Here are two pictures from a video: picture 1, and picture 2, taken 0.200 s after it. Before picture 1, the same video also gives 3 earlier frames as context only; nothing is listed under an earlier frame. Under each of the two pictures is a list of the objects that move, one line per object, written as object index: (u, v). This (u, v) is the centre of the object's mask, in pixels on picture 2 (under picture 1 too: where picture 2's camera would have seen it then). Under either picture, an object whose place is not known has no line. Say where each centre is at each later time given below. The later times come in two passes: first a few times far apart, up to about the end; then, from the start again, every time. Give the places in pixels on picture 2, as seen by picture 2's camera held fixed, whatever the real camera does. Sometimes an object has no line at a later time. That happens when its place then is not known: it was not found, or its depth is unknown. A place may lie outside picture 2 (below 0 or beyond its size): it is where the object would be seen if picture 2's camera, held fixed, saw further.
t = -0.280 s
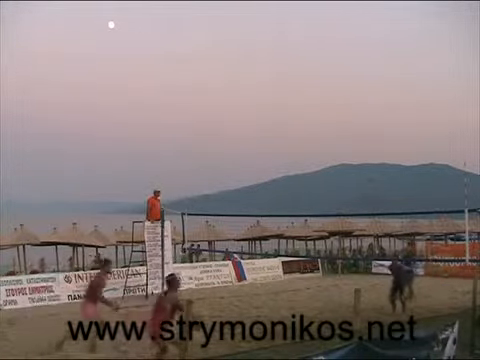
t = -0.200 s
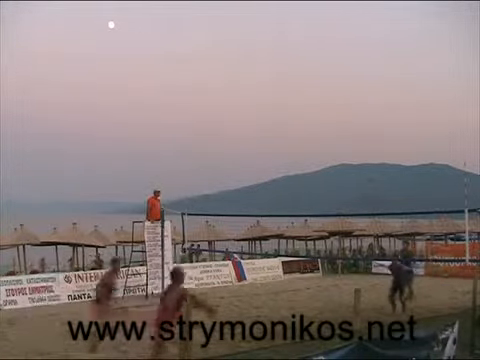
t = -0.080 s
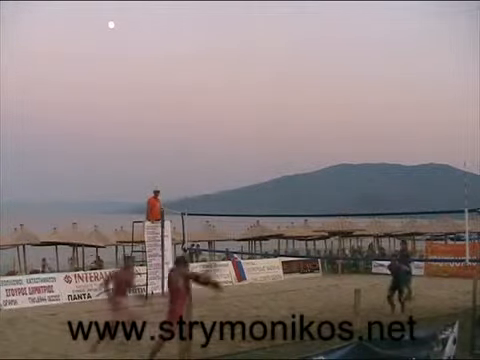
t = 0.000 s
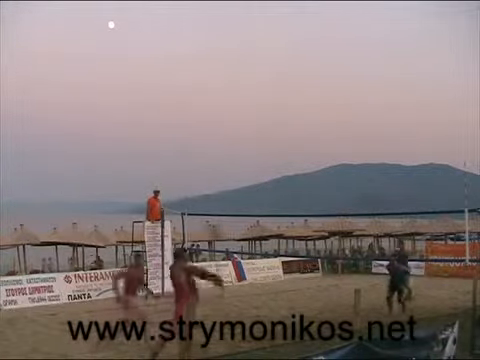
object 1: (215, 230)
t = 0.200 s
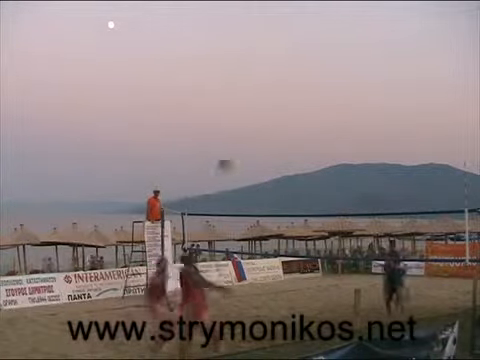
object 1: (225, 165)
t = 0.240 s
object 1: (226, 152)
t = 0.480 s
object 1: (235, 118)
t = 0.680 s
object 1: (241, 120)
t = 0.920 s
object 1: (247, 151)
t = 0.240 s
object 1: (226, 152)
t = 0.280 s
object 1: (229, 144)
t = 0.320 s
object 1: (229, 136)
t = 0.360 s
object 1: (231, 129)
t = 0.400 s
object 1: (232, 124)
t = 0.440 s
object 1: (233, 121)
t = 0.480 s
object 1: (235, 118)
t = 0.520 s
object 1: (236, 117)
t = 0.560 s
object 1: (238, 116)
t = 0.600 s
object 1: (239, 116)
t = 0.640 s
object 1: (240, 117)
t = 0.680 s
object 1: (241, 120)
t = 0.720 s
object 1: (242, 123)
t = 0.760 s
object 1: (243, 127)
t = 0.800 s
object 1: (244, 133)
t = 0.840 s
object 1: (245, 137)
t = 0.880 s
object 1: (246, 143)
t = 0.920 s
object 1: (247, 151)
